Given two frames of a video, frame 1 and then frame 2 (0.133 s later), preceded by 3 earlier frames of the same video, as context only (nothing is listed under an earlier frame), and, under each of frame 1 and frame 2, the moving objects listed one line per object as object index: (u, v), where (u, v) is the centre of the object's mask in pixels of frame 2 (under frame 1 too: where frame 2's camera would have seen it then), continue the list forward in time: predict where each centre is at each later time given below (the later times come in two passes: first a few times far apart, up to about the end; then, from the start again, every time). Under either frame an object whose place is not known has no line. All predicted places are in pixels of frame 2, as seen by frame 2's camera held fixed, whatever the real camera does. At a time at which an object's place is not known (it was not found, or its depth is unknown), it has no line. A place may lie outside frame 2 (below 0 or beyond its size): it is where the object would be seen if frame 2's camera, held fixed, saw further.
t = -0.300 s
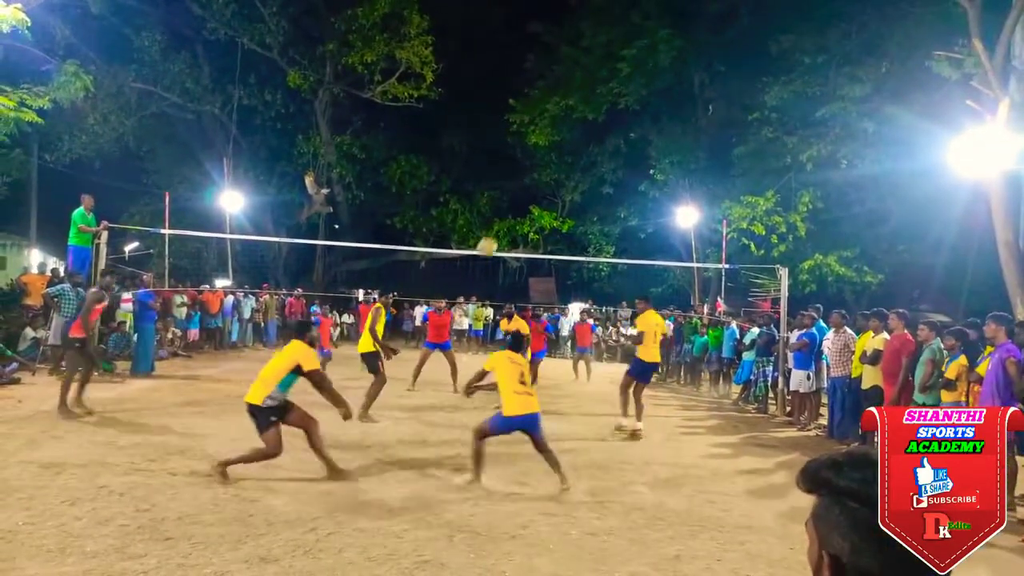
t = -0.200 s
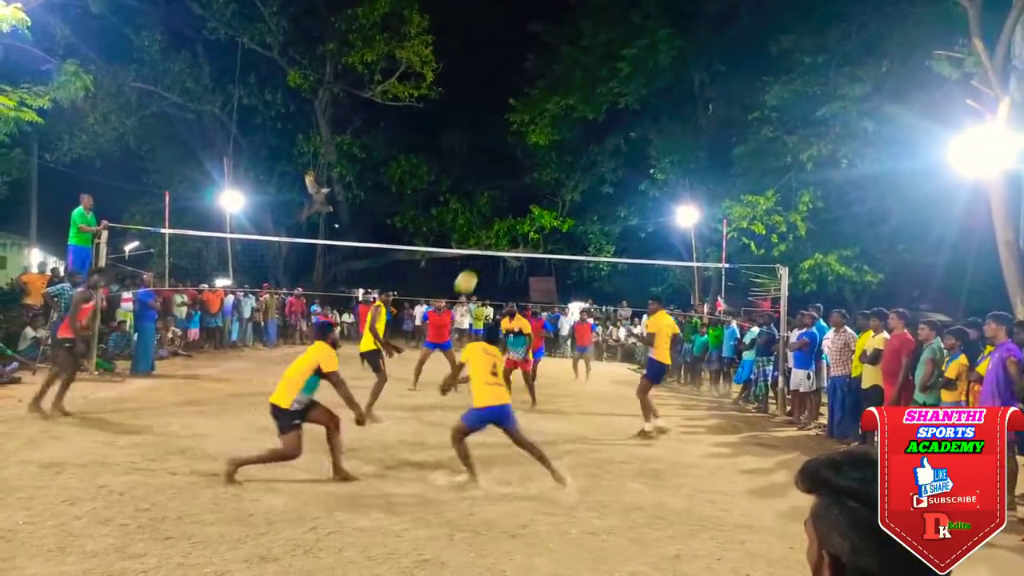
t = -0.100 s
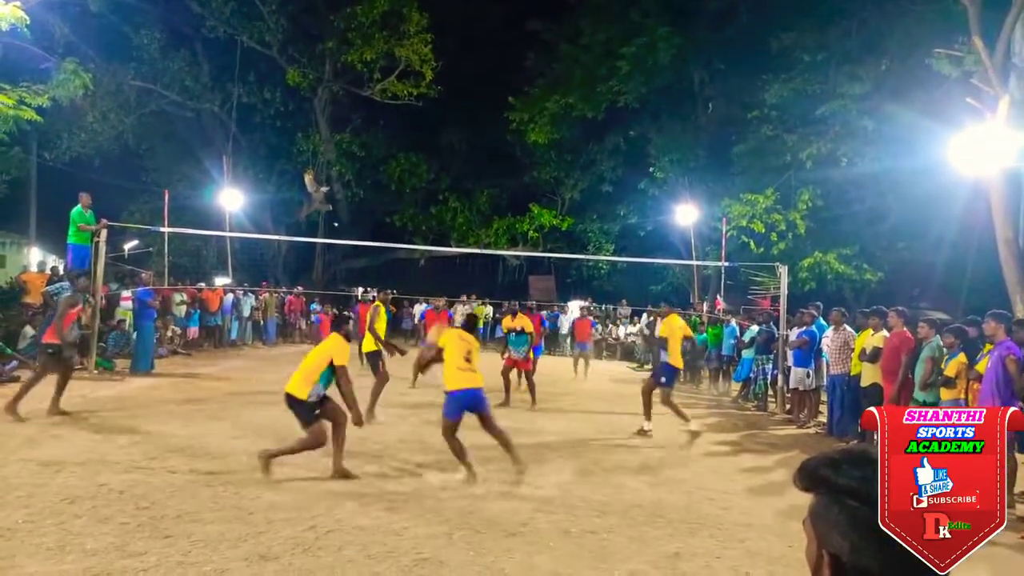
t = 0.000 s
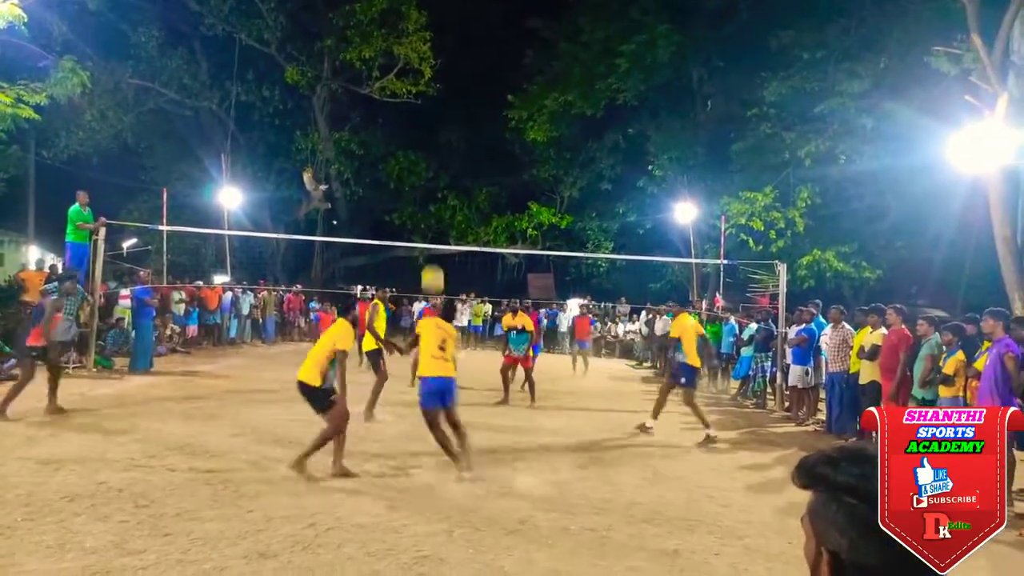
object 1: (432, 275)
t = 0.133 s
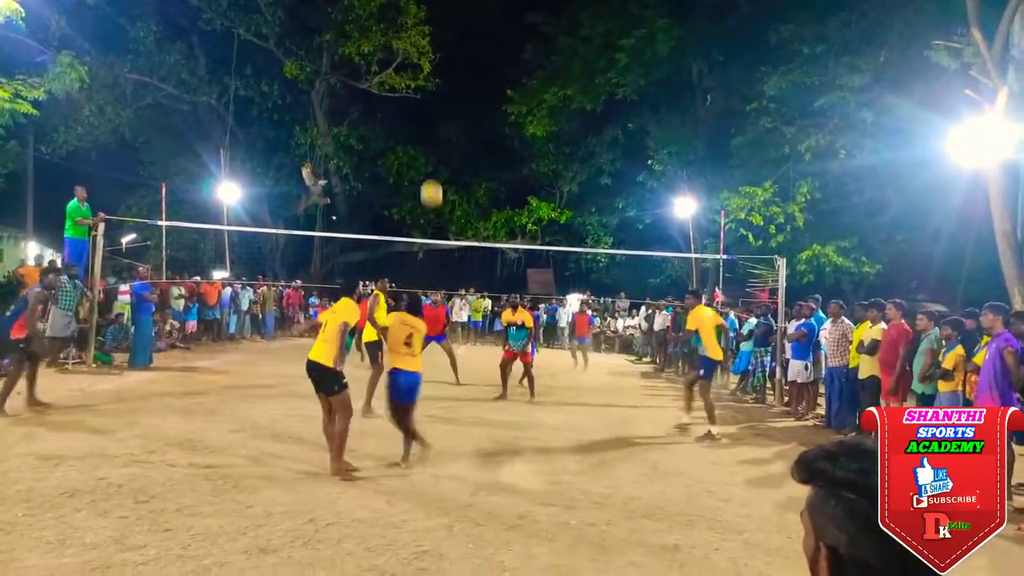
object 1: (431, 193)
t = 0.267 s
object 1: (430, 132)
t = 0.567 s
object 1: (425, 64)
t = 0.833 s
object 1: (418, 69)
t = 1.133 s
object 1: (406, 141)
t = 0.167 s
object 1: (431, 176)
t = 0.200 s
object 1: (430, 160)
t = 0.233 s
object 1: (430, 145)
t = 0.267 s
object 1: (430, 132)
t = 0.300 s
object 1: (430, 121)
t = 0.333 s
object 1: (429, 110)
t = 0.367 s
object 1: (429, 100)
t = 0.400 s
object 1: (428, 91)
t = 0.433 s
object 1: (427, 84)
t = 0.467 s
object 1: (427, 77)
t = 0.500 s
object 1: (426, 72)
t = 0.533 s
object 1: (425, 67)
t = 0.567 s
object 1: (425, 64)
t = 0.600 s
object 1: (423, 61)
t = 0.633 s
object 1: (423, 59)
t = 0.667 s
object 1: (422, 59)
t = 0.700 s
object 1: (421, 60)
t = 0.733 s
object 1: (420, 61)
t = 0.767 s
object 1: (419, 63)
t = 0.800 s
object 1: (418, 65)
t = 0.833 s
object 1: (418, 69)
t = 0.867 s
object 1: (416, 74)
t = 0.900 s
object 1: (415, 80)
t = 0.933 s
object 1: (414, 86)
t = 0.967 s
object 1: (413, 93)
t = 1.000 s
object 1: (411, 101)
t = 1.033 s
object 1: (409, 110)
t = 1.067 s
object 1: (408, 120)
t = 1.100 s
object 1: (407, 130)
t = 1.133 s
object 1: (406, 141)
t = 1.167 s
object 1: (404, 152)
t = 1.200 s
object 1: (403, 164)
